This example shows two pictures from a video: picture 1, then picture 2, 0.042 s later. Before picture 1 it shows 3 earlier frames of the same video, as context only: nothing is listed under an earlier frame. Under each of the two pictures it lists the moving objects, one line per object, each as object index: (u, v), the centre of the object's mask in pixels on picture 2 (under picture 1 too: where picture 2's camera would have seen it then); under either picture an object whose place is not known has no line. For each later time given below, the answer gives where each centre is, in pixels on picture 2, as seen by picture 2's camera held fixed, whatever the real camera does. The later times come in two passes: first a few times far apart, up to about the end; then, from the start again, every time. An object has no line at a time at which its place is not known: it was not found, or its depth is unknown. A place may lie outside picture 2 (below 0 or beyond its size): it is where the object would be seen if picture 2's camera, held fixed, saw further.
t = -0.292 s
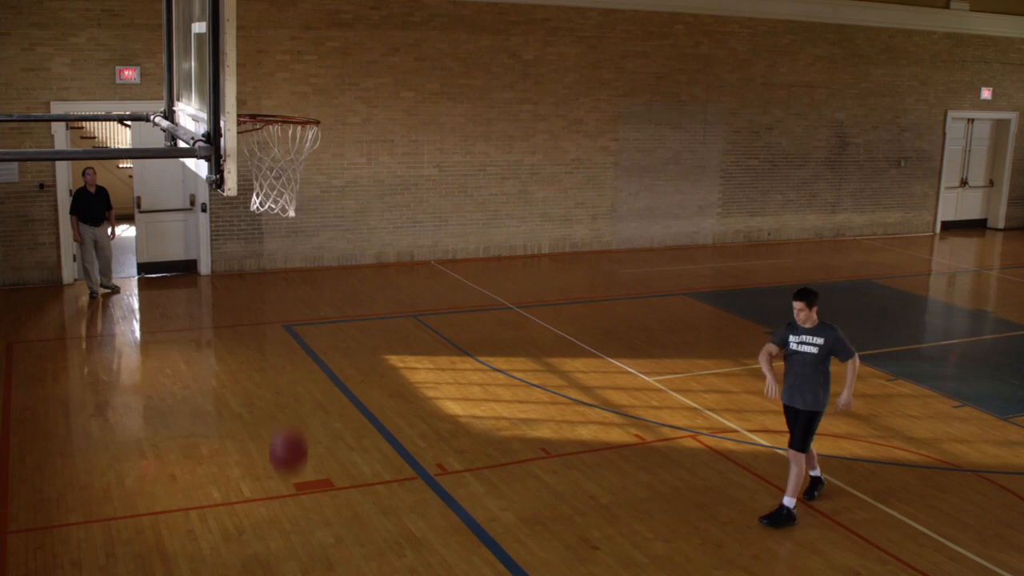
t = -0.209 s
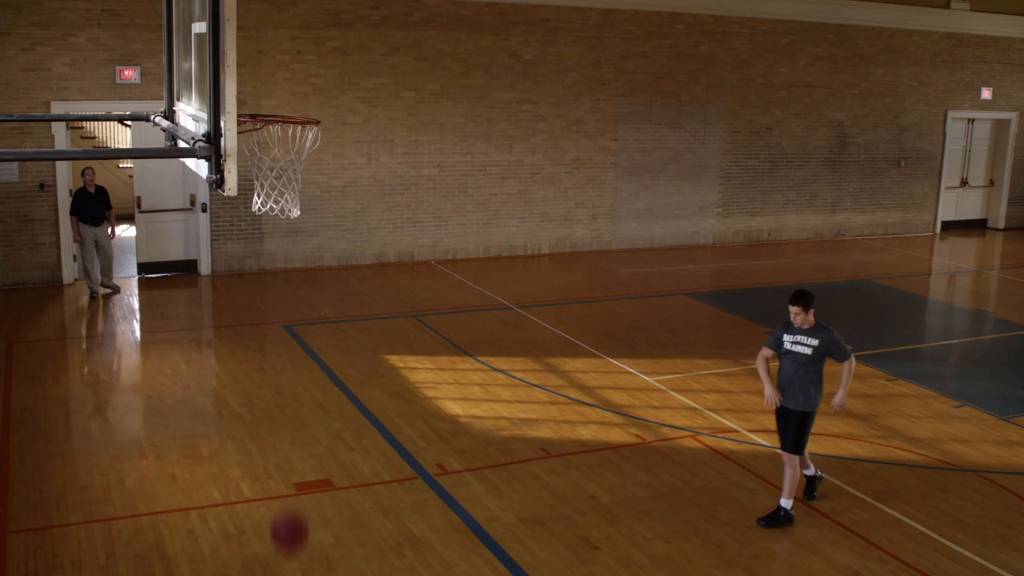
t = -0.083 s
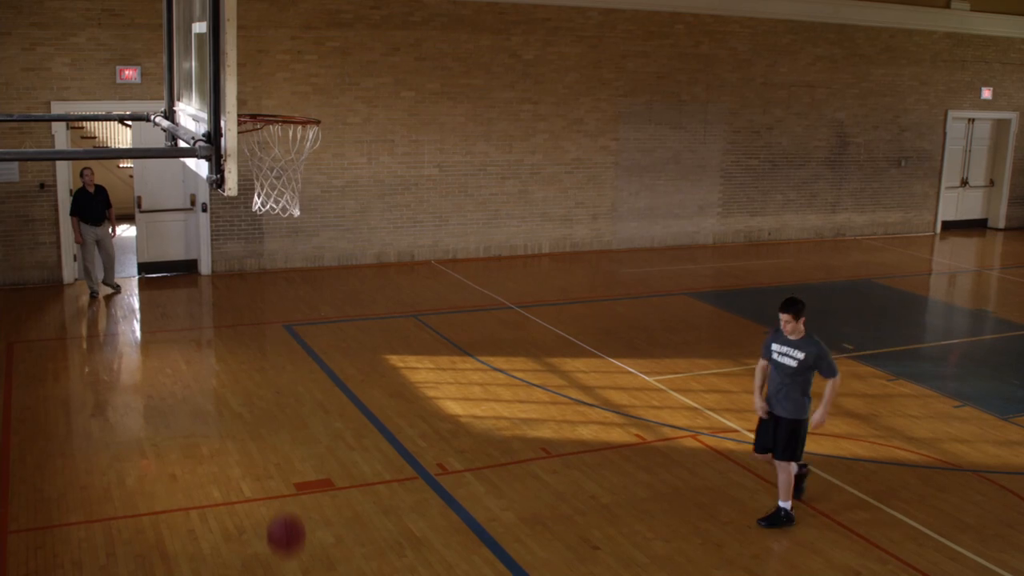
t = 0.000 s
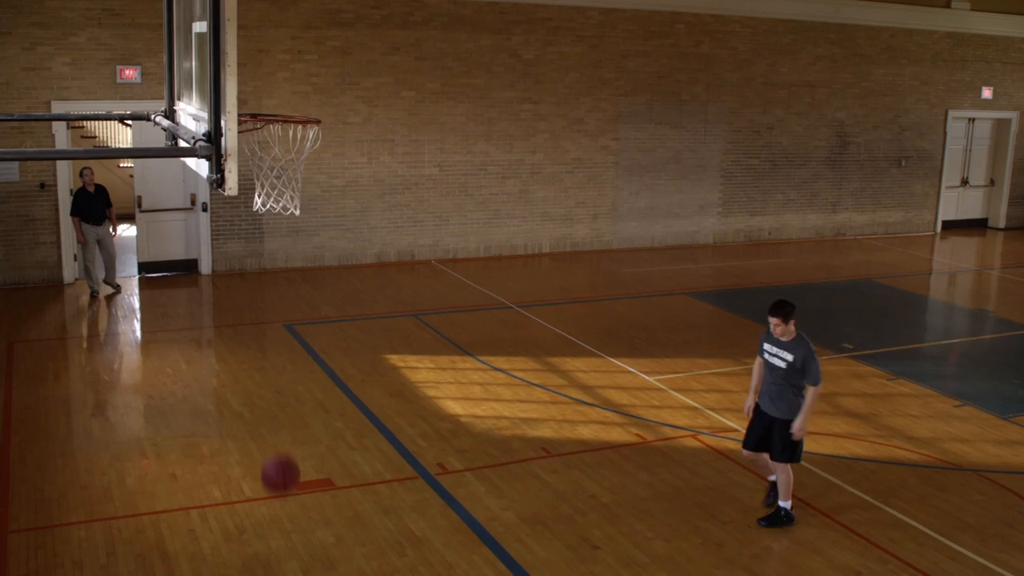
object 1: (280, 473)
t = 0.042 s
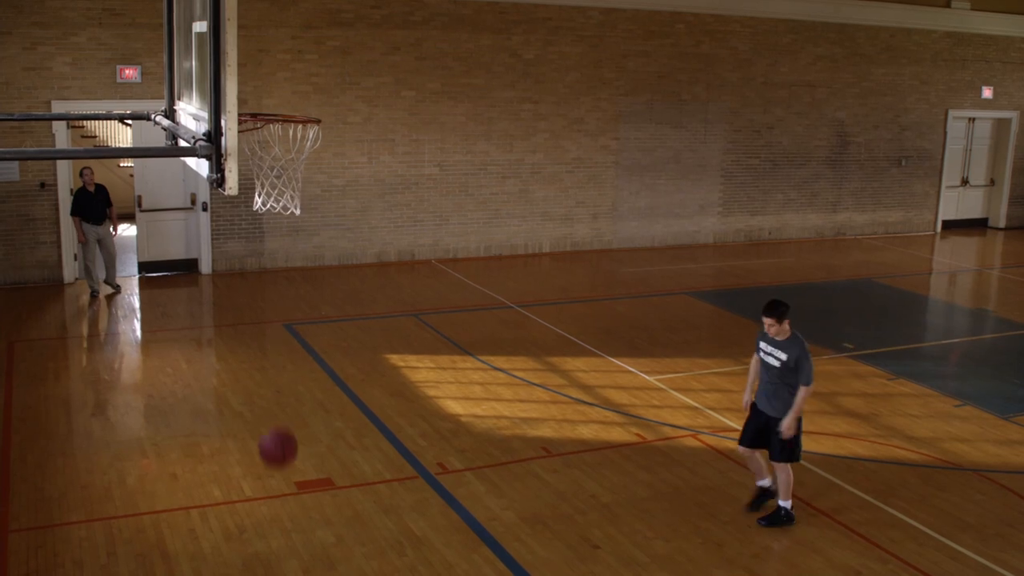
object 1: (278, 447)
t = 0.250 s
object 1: (265, 350)
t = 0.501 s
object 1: (251, 320)
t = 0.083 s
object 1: (275, 422)
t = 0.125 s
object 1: (272, 400)
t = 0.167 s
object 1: (270, 381)
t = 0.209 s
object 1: (267, 364)
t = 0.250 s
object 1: (265, 350)
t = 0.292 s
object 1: (262, 338)
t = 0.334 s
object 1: (259, 329)
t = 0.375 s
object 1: (257, 322)
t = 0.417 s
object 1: (255, 319)
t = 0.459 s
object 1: (253, 318)
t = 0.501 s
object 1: (251, 320)
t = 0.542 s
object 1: (249, 325)
